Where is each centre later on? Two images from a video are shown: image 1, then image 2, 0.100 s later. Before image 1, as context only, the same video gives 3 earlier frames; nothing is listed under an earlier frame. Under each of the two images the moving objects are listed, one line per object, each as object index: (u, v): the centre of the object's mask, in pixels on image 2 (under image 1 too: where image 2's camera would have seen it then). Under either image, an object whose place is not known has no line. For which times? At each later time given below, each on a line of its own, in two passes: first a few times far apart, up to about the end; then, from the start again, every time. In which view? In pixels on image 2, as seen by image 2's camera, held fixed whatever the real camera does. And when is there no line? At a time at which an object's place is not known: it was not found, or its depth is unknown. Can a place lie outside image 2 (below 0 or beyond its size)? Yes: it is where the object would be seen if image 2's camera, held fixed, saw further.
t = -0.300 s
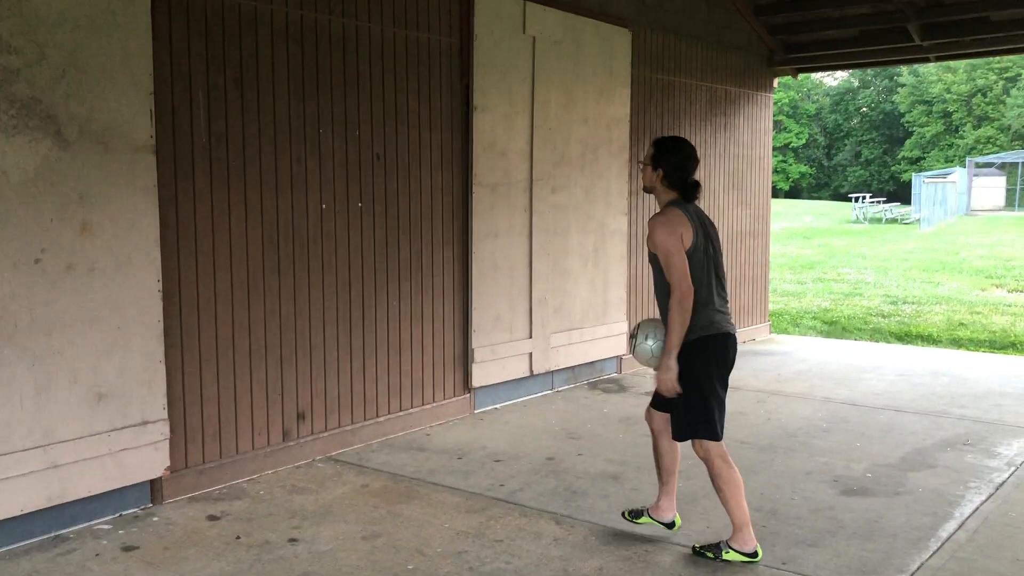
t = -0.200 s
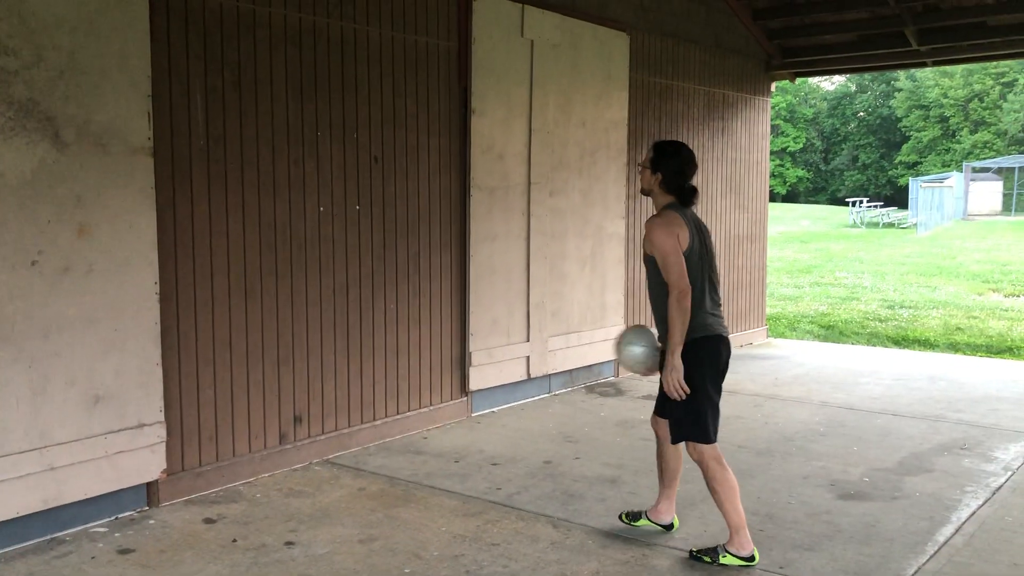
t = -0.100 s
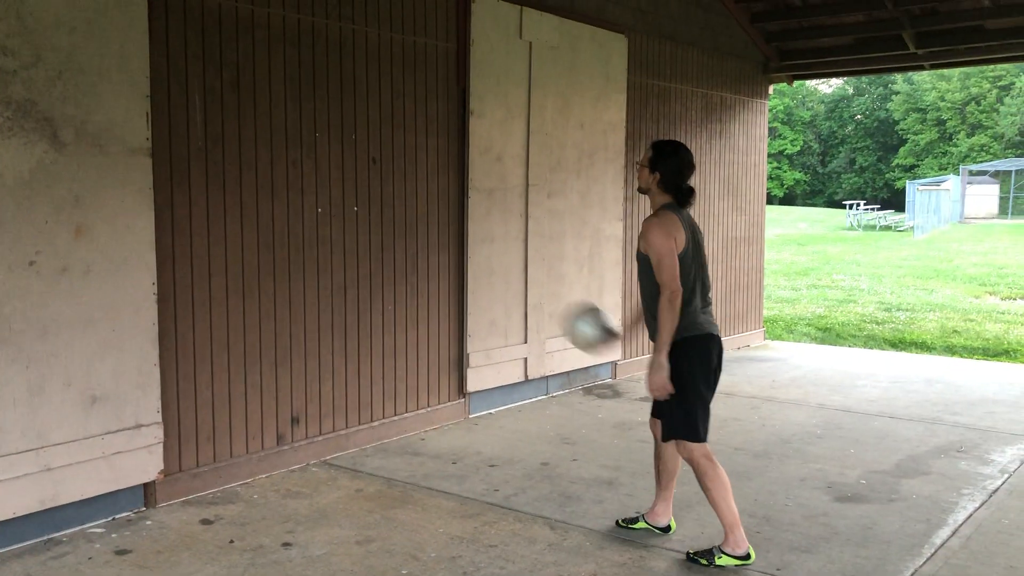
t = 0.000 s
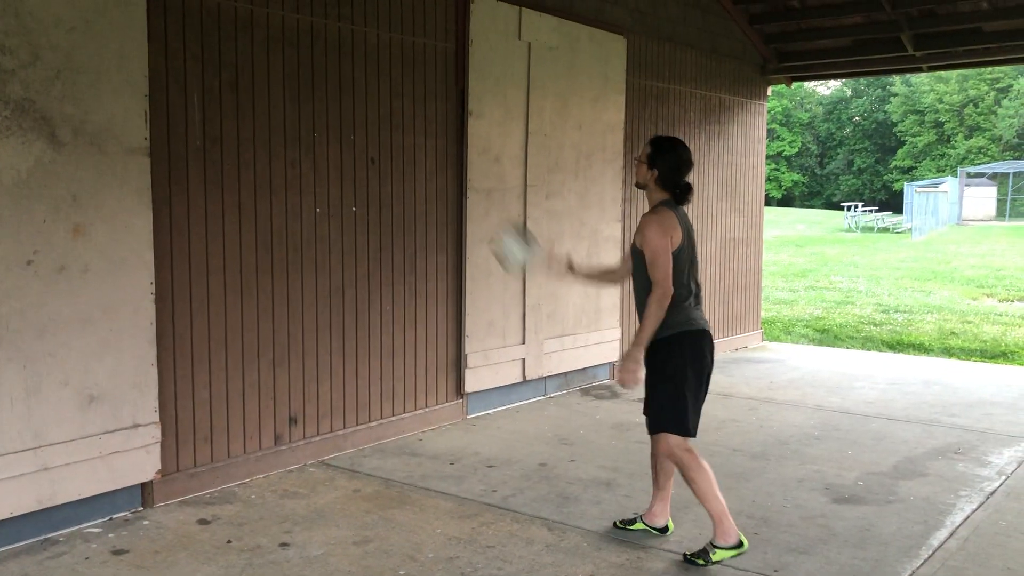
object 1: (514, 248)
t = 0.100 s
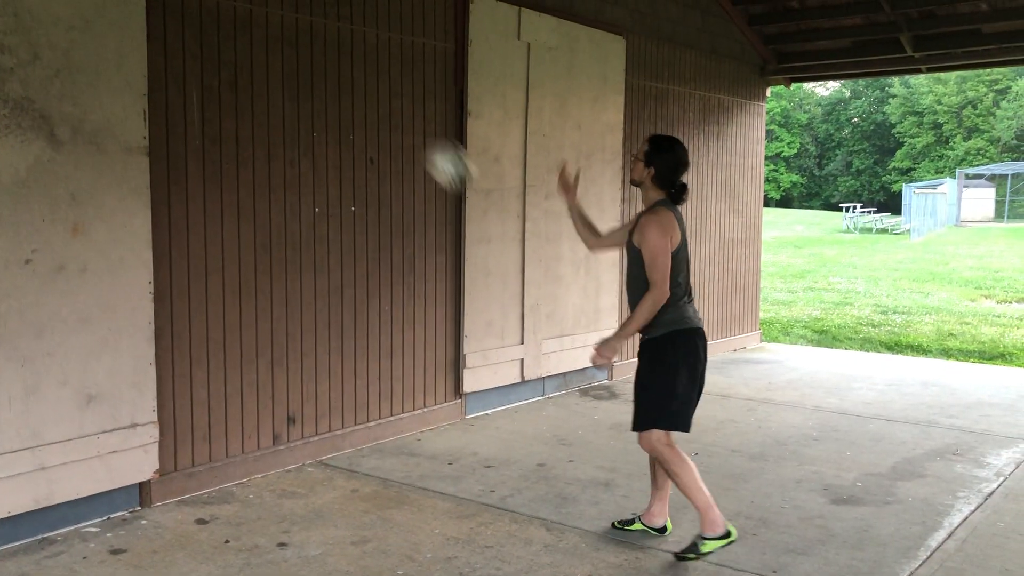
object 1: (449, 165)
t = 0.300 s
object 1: (333, 68)
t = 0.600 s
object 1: (399, 22)
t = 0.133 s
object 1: (430, 144)
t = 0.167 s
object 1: (410, 124)
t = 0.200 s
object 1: (391, 106)
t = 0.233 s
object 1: (371, 90)
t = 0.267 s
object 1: (352, 77)
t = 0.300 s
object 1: (333, 68)
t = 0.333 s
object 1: (316, 58)
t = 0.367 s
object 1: (321, 47)
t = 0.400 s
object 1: (332, 37)
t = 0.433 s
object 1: (342, 30)
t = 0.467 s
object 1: (352, 24)
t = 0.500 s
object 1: (363, 21)
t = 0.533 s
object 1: (375, 20)
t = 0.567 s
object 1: (387, 20)
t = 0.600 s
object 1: (399, 22)
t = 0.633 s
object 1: (411, 28)
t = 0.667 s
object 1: (424, 36)
